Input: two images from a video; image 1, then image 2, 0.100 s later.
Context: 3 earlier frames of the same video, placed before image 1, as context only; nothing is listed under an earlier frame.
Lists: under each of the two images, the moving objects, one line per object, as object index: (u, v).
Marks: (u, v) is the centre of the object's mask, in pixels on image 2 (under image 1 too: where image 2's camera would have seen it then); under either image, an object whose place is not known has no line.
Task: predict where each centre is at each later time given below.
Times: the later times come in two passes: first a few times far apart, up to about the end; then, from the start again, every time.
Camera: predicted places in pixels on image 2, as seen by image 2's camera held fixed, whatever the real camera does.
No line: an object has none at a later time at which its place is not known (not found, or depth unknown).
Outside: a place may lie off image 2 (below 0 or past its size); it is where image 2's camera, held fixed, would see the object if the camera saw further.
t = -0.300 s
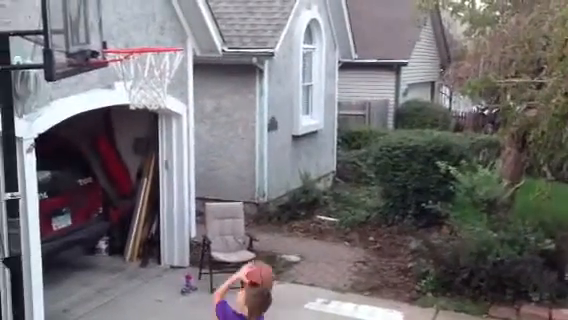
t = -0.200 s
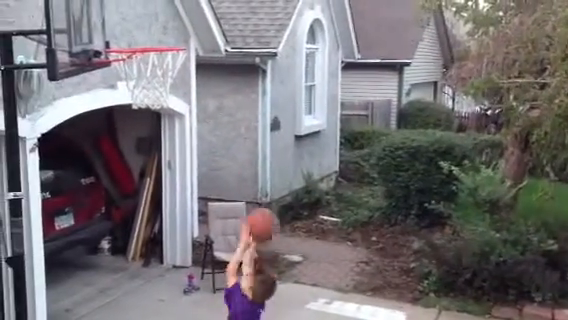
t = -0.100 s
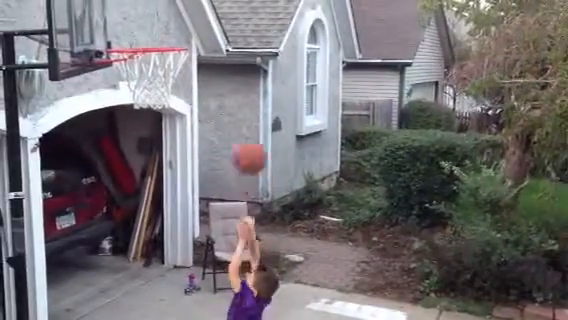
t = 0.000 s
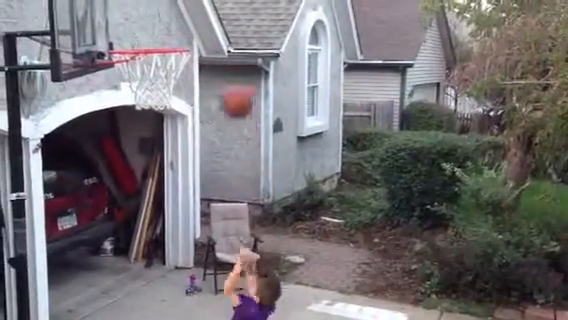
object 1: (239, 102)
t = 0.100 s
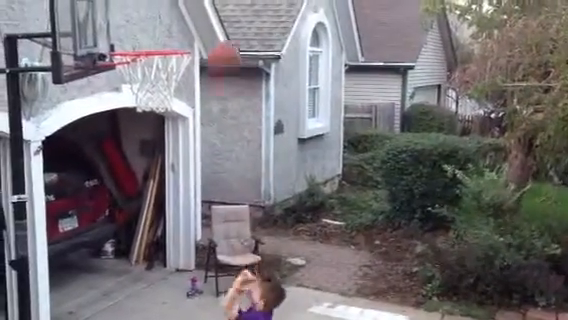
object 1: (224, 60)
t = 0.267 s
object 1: (197, 17)
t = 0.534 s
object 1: (153, 36)
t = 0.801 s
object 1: (148, 105)
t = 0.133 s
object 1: (218, 48)
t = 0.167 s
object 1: (213, 40)
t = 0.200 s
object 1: (206, 29)
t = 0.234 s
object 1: (201, 22)
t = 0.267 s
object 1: (197, 17)
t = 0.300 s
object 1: (189, 13)
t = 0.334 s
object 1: (184, 12)
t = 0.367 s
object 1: (179, 12)
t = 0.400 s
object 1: (173, 13)
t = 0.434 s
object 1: (168, 16)
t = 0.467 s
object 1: (163, 22)
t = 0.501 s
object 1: (158, 29)
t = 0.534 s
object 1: (153, 36)
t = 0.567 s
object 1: (147, 43)
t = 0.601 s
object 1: (145, 61)
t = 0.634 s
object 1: (140, 74)
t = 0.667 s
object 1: (139, 81)
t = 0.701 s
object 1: (138, 86)
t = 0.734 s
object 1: (139, 92)
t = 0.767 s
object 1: (141, 95)
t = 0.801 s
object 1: (148, 105)
